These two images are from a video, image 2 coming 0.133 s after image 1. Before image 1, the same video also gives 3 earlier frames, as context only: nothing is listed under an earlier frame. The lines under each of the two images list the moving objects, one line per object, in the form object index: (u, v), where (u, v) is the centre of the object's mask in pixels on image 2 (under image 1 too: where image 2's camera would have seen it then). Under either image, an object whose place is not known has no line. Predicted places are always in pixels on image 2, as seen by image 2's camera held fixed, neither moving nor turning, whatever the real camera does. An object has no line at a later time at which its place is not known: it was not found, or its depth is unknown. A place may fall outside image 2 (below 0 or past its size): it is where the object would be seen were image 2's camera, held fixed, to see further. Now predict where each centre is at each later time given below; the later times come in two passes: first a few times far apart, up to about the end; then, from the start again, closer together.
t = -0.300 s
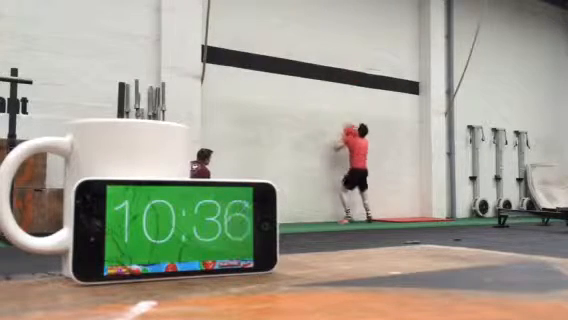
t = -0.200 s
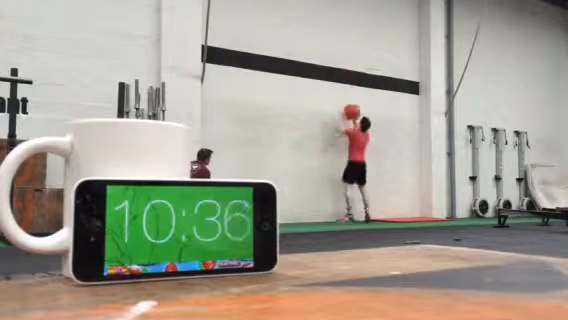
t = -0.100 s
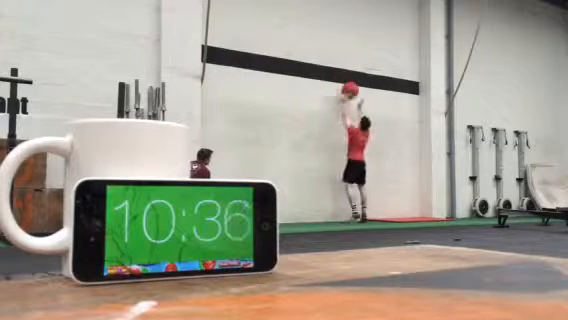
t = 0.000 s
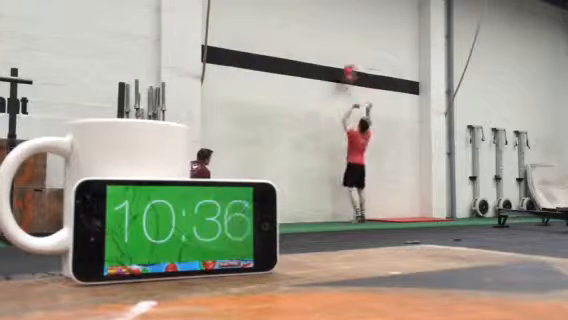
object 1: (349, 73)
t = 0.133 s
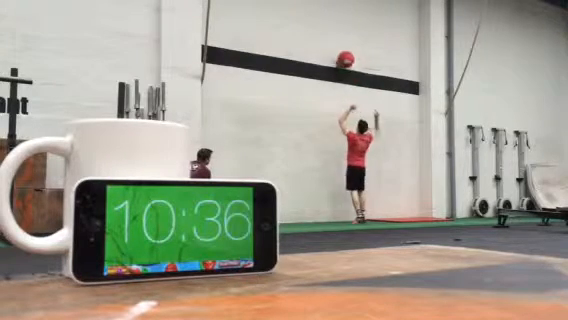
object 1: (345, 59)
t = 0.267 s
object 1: (344, 56)
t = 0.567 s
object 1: (349, 75)
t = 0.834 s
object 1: (351, 131)
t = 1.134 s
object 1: (356, 212)
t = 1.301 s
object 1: (360, 205)
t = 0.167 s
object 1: (344, 58)
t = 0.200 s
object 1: (344, 58)
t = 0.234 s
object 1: (344, 57)
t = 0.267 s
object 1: (344, 56)
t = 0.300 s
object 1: (344, 56)
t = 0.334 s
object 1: (345, 56)
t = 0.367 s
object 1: (345, 57)
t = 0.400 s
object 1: (346, 58)
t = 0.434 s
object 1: (346, 60)
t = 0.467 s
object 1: (347, 61)
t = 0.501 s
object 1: (347, 63)
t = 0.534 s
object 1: (348, 72)
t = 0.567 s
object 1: (349, 75)
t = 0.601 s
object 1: (349, 79)
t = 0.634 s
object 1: (349, 84)
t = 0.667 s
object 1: (349, 90)
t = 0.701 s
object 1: (349, 98)
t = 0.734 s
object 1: (350, 105)
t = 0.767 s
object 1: (350, 113)
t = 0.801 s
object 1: (350, 122)
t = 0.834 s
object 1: (351, 131)
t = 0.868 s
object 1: (351, 140)
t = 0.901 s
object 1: (352, 151)
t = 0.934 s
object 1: (351, 162)
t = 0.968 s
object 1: (352, 174)
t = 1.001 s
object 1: (353, 186)
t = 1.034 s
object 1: (353, 199)
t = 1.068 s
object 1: (354, 214)
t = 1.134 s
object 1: (356, 212)
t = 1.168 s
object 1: (357, 209)
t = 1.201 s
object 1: (358, 207)
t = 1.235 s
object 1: (360, 205)
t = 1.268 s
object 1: (360, 205)
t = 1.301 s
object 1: (360, 205)
